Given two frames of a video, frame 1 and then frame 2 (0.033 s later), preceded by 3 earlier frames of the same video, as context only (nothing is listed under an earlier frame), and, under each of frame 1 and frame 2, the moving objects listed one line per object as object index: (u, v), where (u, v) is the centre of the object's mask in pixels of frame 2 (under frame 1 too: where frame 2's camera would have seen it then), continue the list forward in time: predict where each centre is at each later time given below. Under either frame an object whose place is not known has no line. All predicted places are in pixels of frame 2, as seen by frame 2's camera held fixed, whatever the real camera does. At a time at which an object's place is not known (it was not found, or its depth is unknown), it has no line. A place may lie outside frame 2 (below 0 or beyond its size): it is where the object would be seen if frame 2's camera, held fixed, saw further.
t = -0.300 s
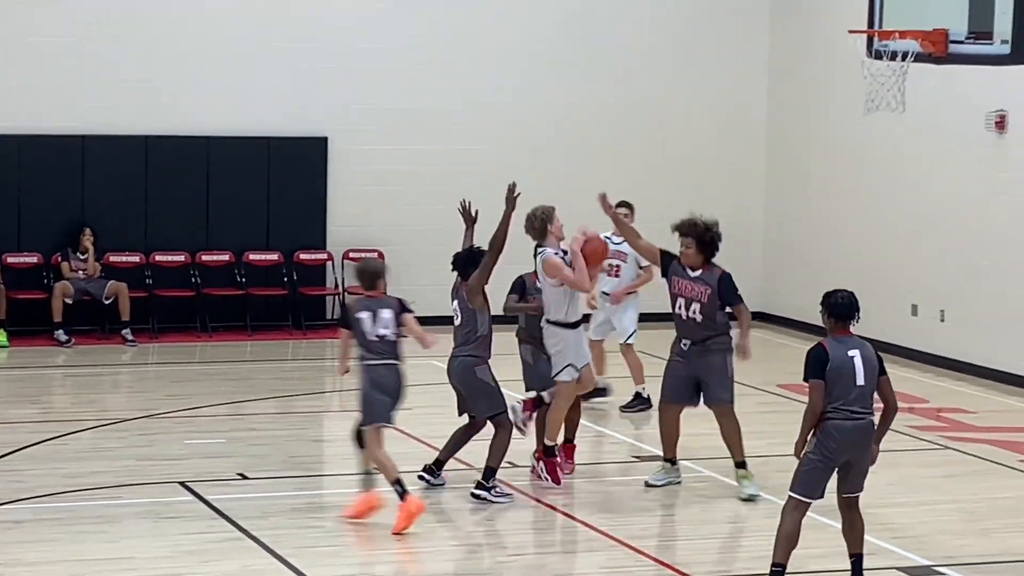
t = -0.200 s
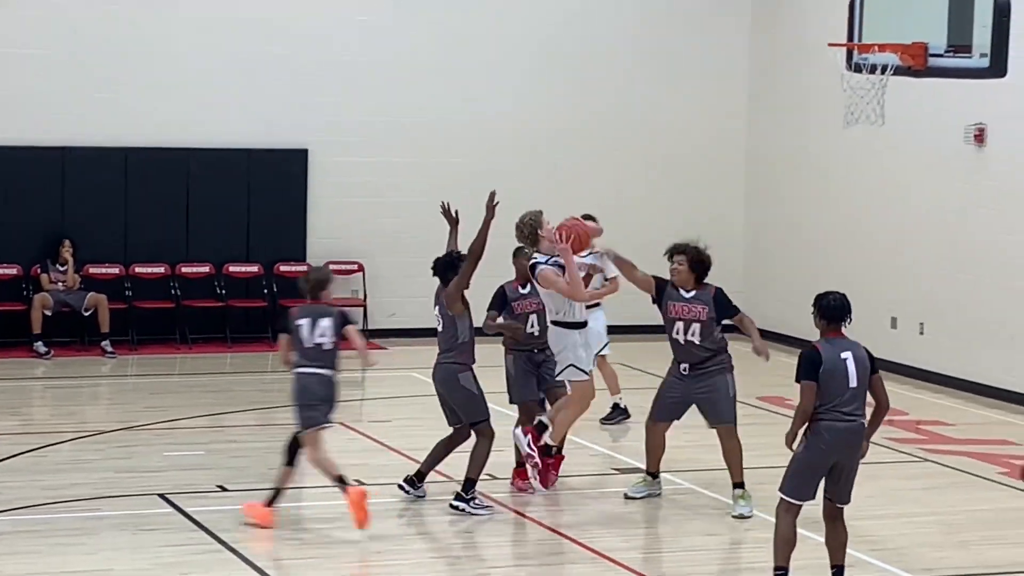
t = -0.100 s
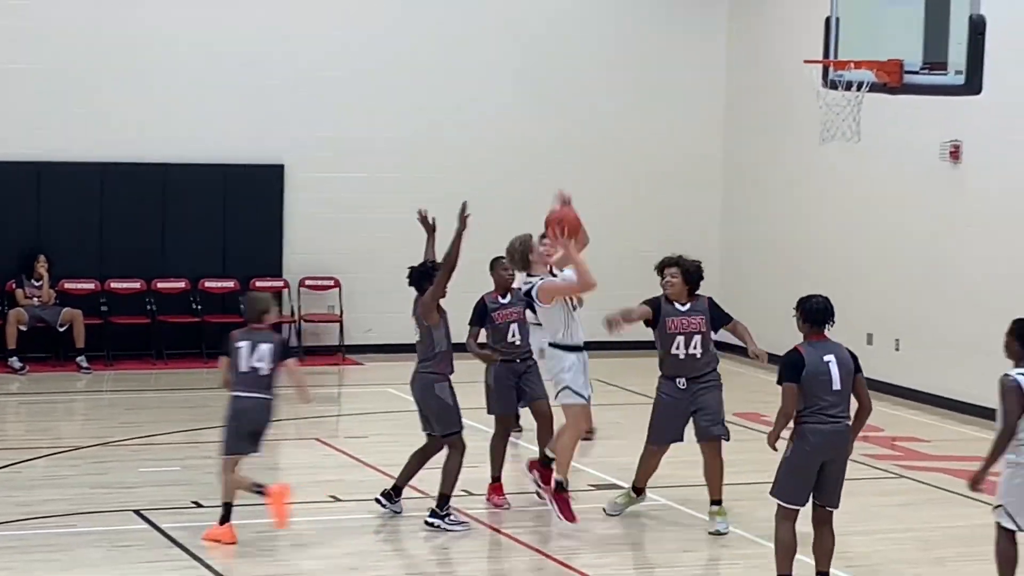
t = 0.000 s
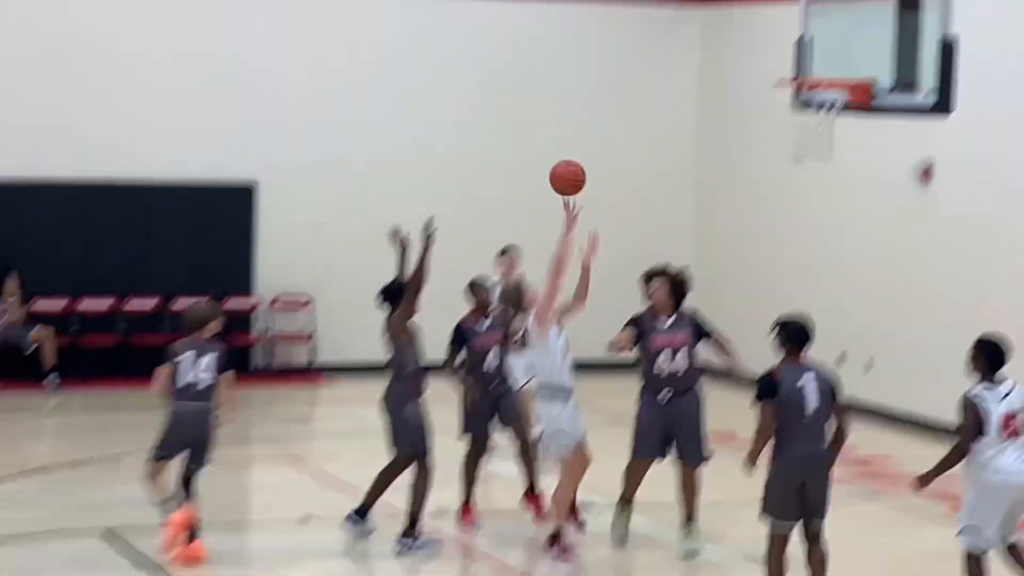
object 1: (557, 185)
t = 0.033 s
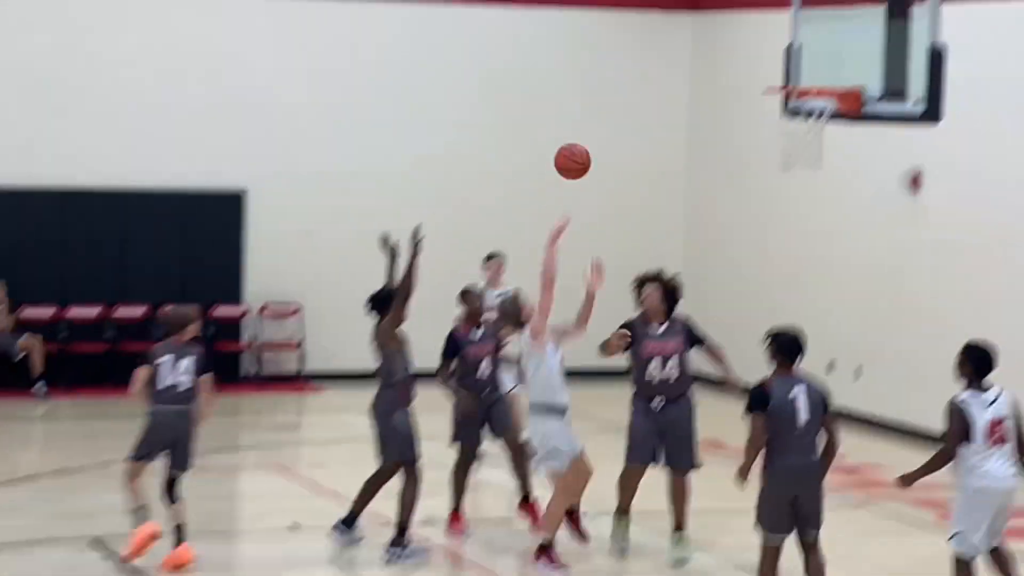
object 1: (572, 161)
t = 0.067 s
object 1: (588, 139)
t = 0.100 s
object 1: (603, 118)
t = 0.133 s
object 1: (618, 99)
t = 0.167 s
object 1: (634, 83)
